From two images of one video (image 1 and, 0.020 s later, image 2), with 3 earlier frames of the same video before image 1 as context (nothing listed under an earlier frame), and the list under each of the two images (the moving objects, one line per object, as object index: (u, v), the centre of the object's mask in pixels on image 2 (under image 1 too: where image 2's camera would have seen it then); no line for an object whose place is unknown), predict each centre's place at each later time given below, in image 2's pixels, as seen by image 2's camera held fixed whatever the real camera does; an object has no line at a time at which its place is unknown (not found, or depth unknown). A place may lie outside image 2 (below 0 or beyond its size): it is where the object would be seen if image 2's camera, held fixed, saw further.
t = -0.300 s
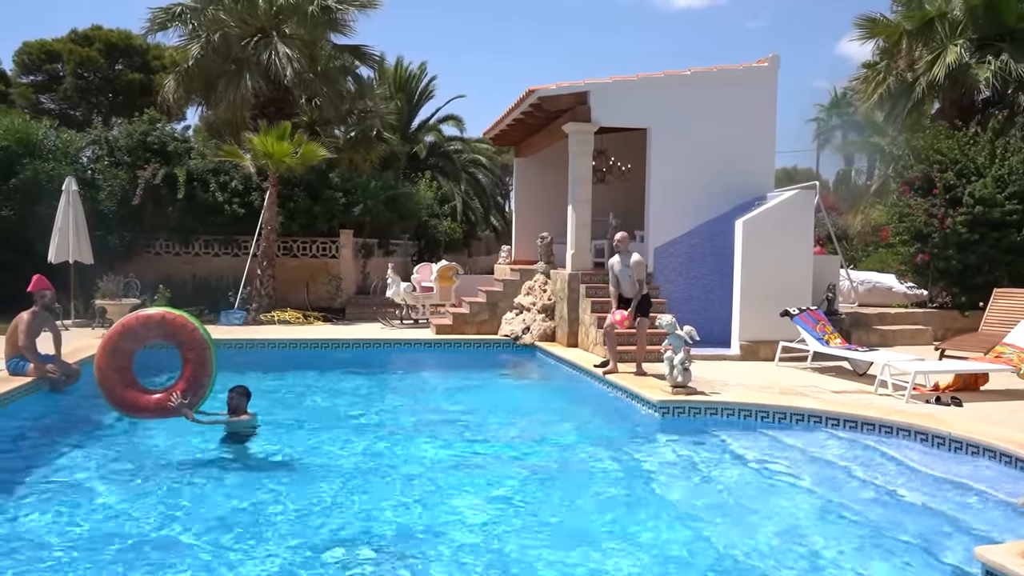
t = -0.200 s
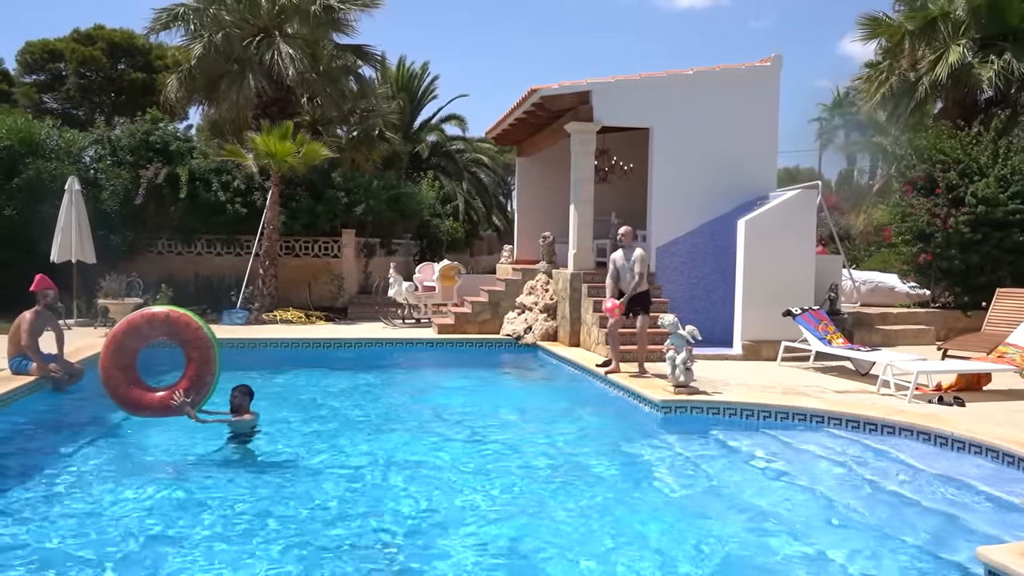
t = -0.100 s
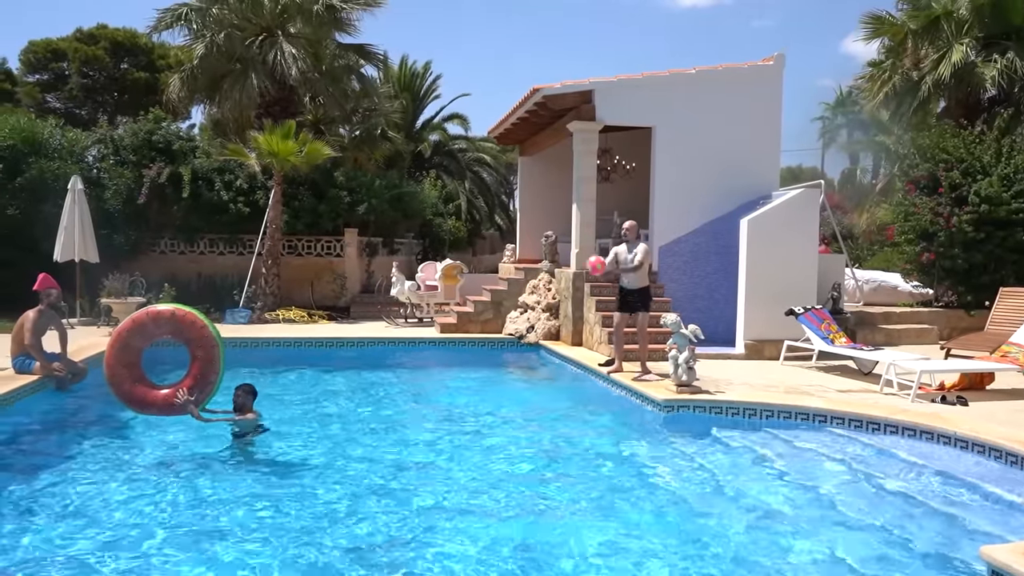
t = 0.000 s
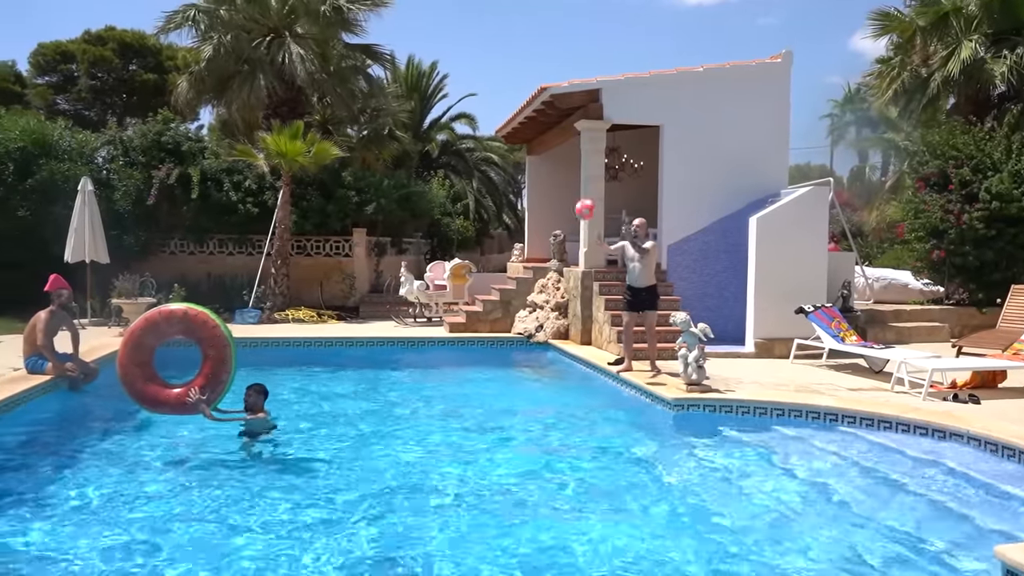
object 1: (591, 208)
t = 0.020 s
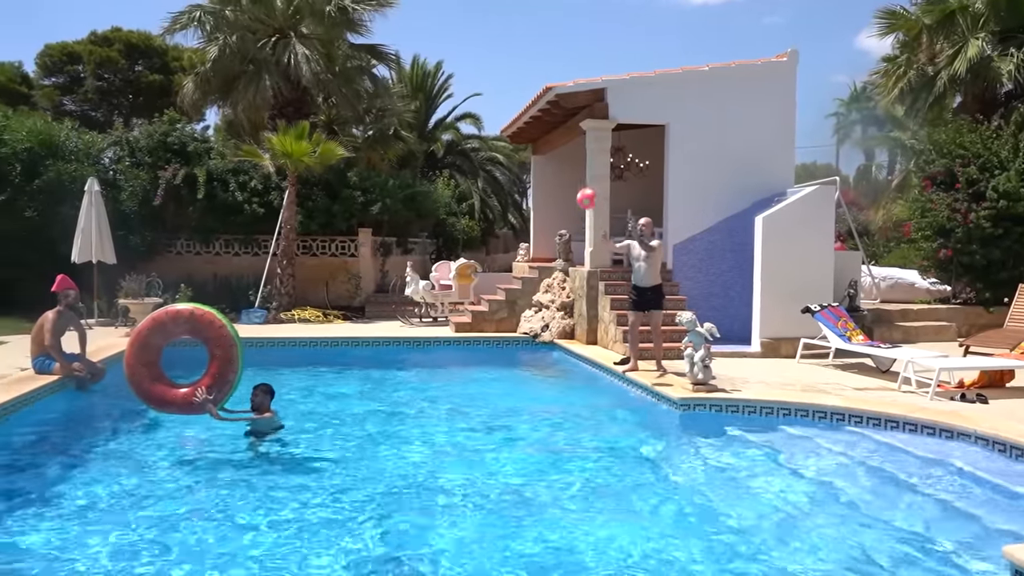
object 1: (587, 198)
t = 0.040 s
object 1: (582, 188)
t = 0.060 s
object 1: (578, 179)
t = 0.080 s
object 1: (577, 169)
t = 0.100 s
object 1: (571, 160)
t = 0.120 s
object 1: (567, 151)
